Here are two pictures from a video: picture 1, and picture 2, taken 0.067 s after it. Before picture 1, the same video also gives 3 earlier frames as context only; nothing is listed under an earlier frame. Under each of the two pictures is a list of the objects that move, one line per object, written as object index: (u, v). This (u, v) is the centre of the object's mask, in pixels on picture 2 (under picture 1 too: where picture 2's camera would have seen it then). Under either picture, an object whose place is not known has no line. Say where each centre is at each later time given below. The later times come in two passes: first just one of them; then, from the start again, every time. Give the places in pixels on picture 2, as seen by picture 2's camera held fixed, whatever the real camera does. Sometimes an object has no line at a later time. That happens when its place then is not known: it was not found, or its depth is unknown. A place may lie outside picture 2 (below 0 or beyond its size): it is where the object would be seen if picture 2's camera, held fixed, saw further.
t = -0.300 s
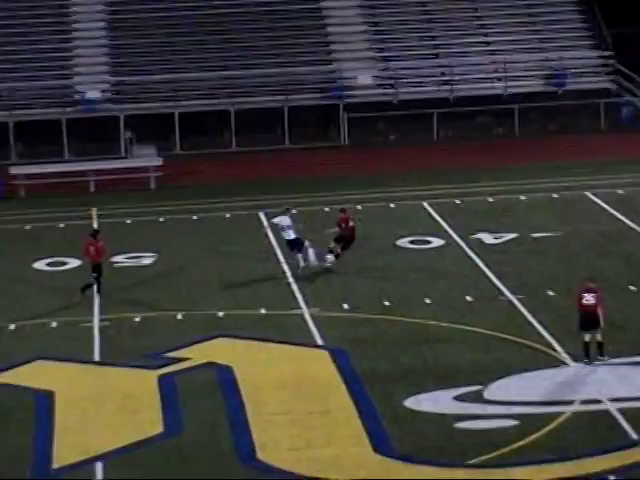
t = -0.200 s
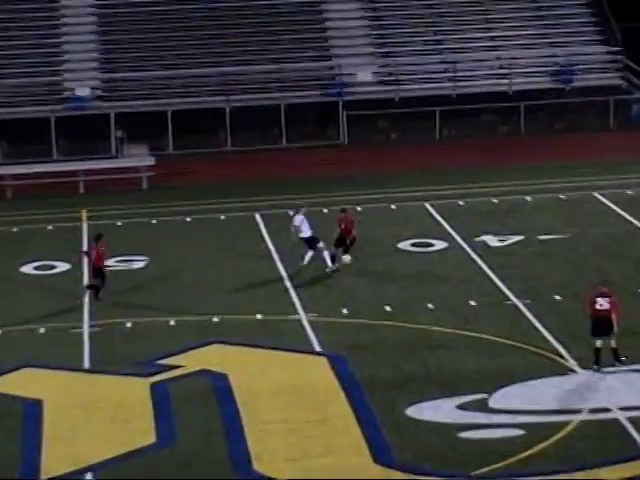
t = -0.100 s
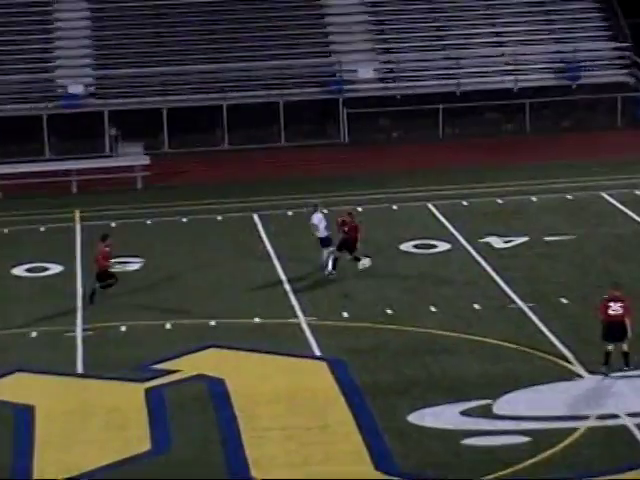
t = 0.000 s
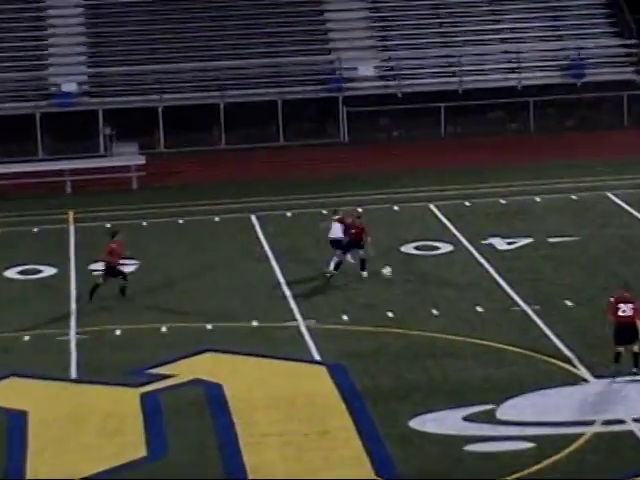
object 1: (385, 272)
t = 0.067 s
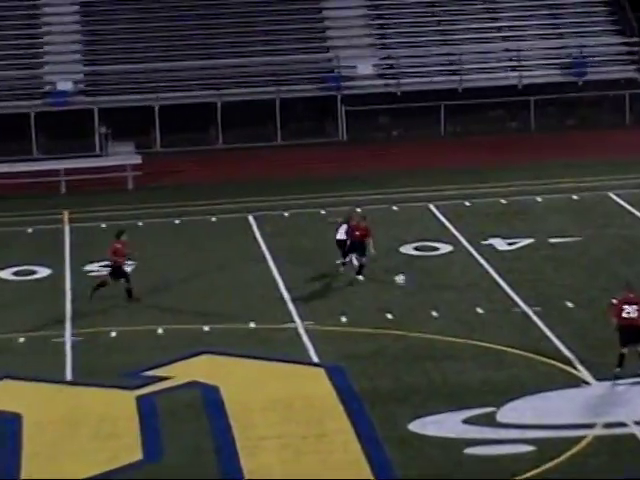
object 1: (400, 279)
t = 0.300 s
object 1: (451, 307)
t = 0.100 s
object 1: (407, 283)
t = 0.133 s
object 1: (414, 288)
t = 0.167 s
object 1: (422, 293)
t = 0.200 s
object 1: (430, 299)
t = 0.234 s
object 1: (438, 305)
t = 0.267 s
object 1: (444, 308)
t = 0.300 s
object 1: (451, 307)
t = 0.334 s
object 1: (457, 305)
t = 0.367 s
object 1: (463, 305)
